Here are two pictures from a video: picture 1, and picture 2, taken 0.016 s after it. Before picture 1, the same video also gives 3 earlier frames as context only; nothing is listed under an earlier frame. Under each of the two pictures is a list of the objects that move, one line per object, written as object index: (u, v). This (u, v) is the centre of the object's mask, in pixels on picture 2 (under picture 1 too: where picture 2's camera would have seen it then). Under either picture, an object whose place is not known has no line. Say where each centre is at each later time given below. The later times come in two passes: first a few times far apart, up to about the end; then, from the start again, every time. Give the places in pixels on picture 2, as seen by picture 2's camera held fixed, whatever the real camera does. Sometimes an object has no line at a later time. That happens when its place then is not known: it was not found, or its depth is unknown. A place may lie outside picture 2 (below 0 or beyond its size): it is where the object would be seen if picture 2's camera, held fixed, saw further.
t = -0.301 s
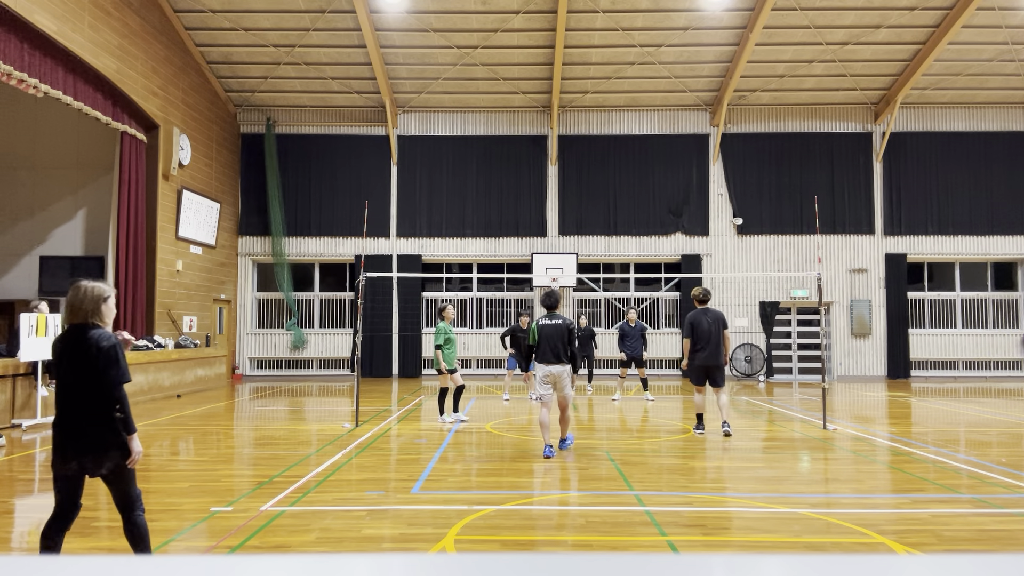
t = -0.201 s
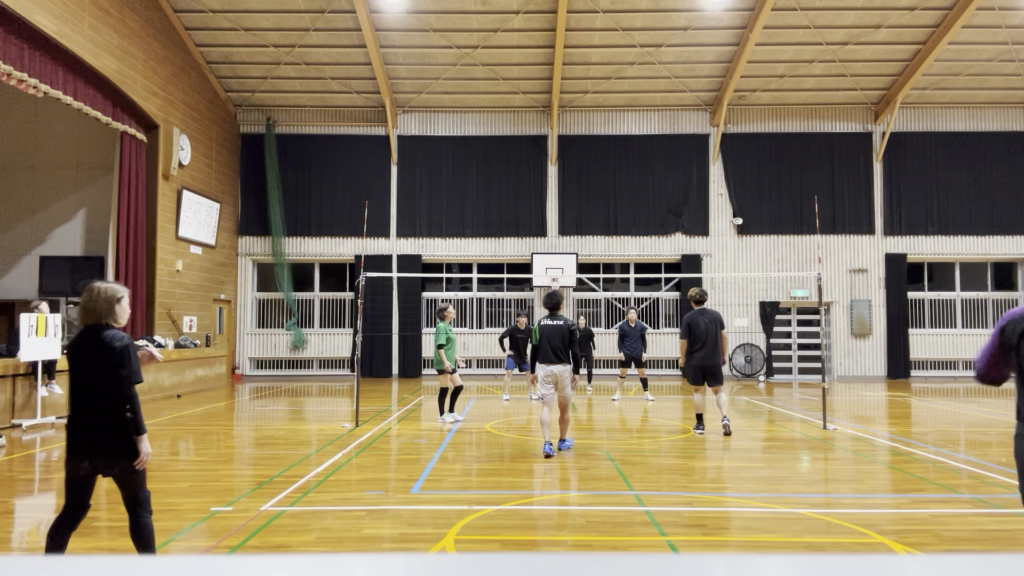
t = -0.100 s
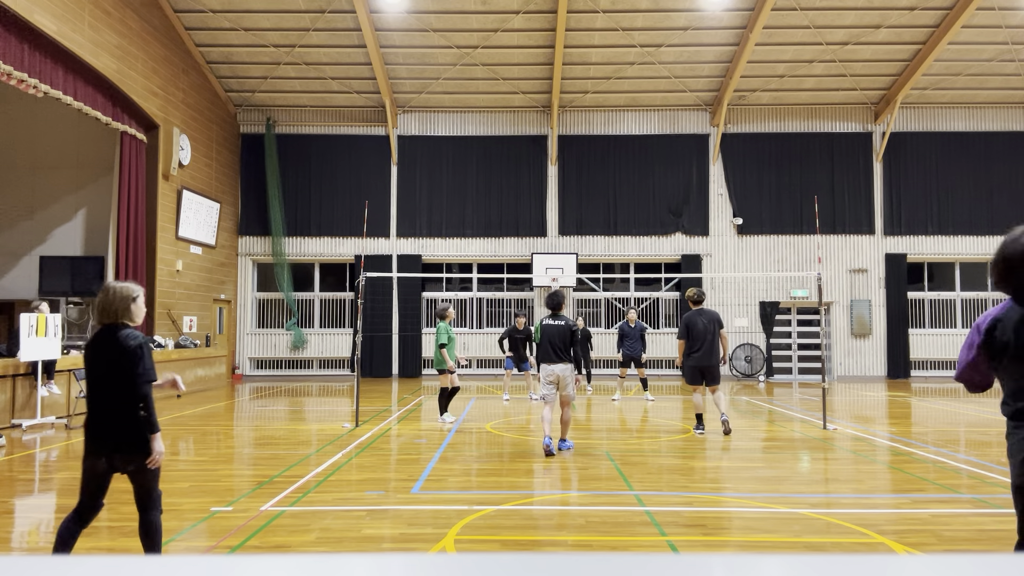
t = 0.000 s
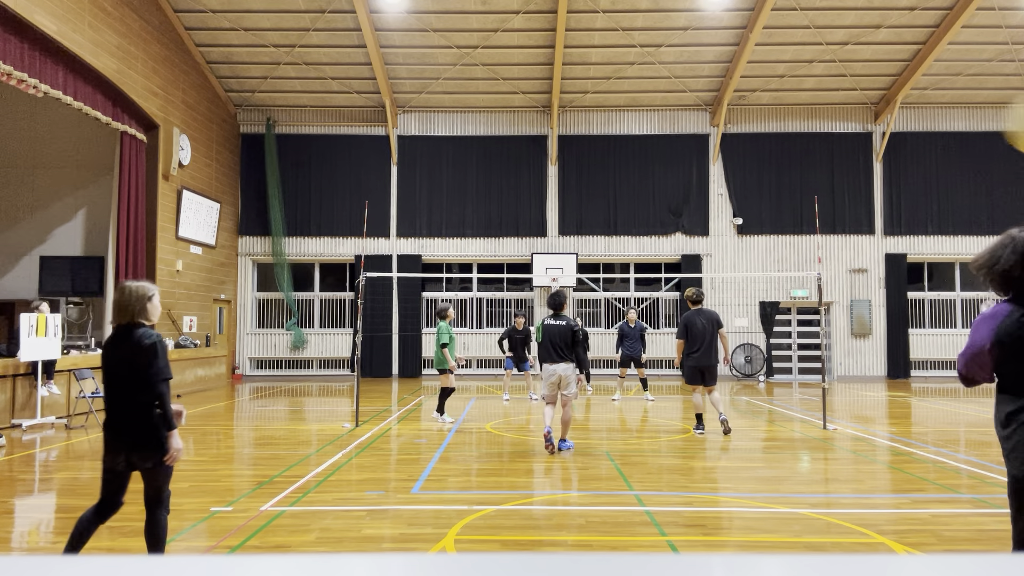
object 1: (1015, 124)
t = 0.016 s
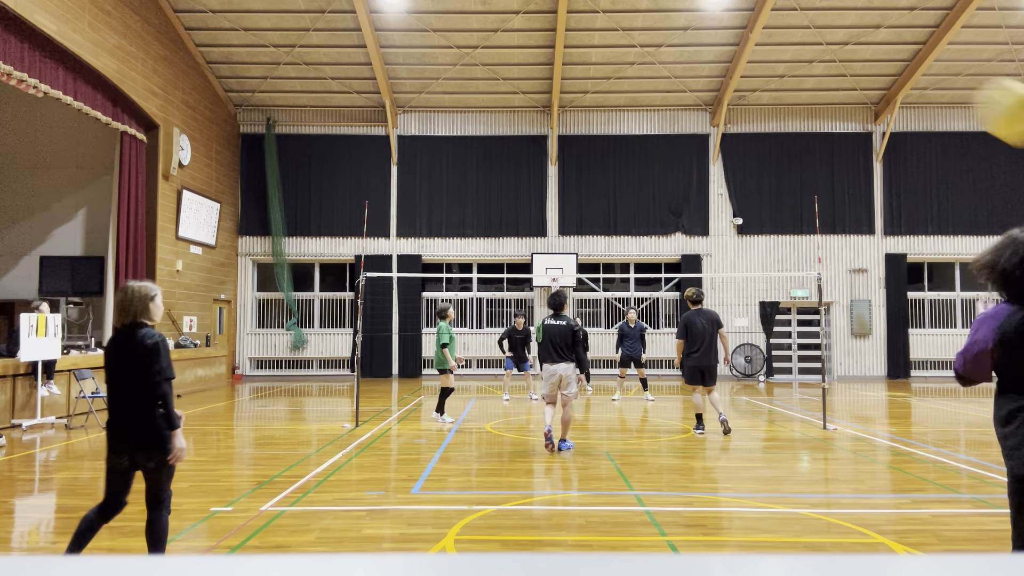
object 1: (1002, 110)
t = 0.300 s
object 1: (709, 13)
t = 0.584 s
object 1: (589, 49)
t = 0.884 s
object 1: (530, 122)
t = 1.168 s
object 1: (496, 214)
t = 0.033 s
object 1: (981, 94)
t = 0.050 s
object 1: (954, 82)
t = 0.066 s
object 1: (928, 71)
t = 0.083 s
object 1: (904, 60)
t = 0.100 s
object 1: (884, 51)
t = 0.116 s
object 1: (863, 43)
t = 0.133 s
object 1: (844, 36)
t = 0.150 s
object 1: (828, 30)
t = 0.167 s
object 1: (811, 25)
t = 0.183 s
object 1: (796, 20)
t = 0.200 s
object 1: (781, 18)
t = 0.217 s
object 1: (768, 16)
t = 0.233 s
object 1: (755, 15)
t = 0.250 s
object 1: (742, 14)
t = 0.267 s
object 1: (734, 14)
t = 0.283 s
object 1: (720, 13)
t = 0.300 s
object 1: (709, 13)
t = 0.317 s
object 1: (699, 13)
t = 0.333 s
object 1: (690, 13)
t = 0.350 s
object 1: (682, 14)
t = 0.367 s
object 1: (673, 15)
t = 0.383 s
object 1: (665, 17)
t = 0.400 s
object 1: (657, 19)
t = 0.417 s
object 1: (650, 21)
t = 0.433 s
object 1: (642, 24)
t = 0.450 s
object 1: (635, 26)
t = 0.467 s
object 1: (629, 28)
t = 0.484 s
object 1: (622, 31)
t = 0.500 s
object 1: (616, 34)
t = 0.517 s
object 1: (610, 37)
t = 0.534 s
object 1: (605, 40)
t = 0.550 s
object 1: (600, 43)
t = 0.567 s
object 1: (594, 46)
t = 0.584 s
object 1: (589, 49)
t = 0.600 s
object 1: (585, 53)
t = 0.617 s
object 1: (581, 56)
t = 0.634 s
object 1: (577, 59)
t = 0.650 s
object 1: (572, 63)
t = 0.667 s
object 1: (568, 67)
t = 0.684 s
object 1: (565, 70)
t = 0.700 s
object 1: (562, 74)
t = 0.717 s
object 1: (558, 78)
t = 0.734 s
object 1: (555, 82)
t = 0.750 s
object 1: (552, 86)
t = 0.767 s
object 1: (549, 90)
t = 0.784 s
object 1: (546, 95)
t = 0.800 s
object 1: (543, 99)
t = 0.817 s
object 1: (541, 103)
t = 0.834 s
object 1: (538, 108)
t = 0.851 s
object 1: (535, 113)
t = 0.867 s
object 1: (533, 117)
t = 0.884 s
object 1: (530, 122)
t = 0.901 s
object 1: (528, 128)
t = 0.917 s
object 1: (526, 133)
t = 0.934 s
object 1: (523, 138)
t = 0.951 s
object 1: (521, 143)
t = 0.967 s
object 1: (519, 148)
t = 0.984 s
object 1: (517, 153)
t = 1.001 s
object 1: (515, 159)
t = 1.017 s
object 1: (513, 164)
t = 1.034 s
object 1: (511, 170)
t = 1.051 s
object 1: (509, 175)
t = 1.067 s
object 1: (507, 181)
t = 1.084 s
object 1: (505, 186)
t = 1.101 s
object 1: (503, 192)
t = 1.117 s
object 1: (501, 197)
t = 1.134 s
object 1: (499, 203)
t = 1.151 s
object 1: (498, 208)
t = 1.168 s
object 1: (496, 214)
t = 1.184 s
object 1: (494, 220)
